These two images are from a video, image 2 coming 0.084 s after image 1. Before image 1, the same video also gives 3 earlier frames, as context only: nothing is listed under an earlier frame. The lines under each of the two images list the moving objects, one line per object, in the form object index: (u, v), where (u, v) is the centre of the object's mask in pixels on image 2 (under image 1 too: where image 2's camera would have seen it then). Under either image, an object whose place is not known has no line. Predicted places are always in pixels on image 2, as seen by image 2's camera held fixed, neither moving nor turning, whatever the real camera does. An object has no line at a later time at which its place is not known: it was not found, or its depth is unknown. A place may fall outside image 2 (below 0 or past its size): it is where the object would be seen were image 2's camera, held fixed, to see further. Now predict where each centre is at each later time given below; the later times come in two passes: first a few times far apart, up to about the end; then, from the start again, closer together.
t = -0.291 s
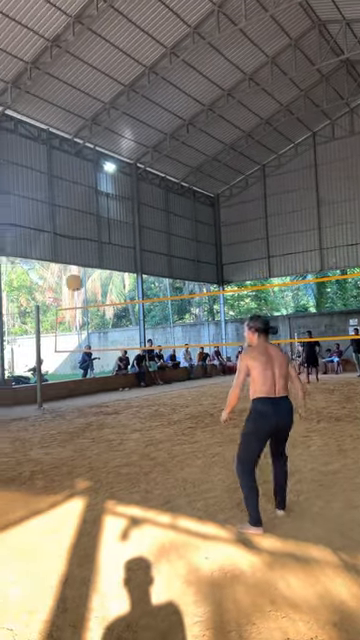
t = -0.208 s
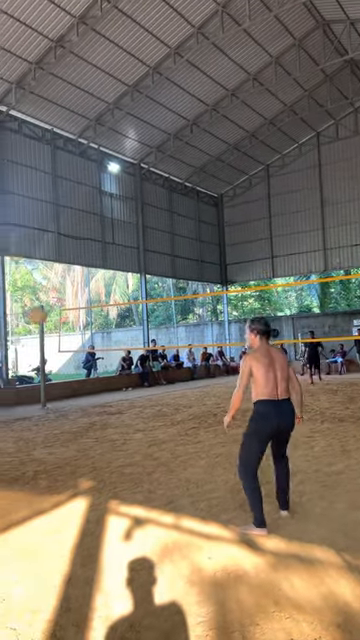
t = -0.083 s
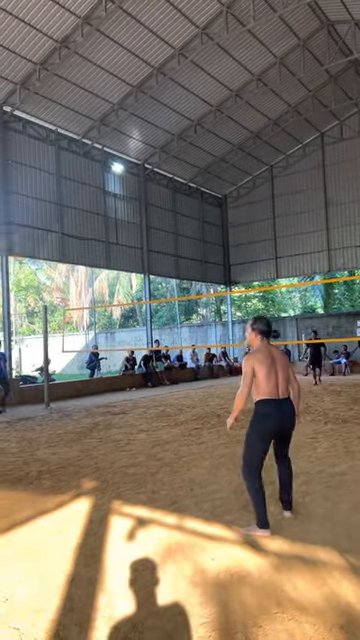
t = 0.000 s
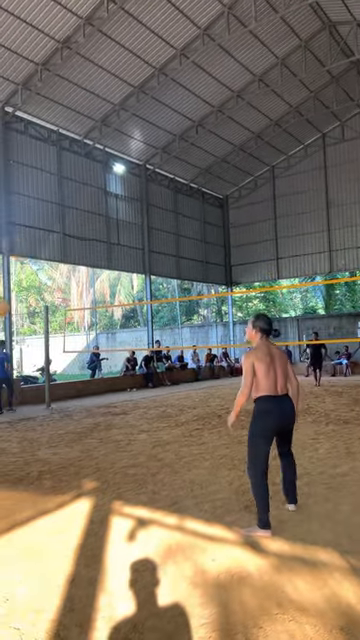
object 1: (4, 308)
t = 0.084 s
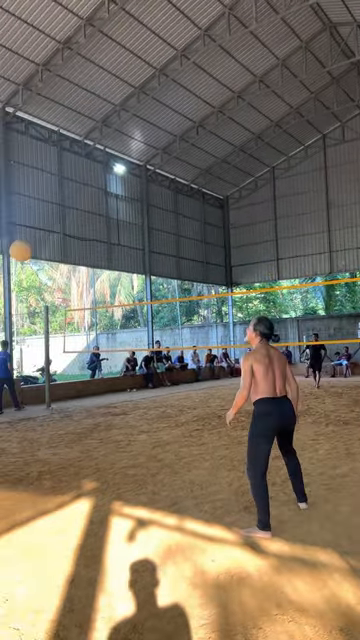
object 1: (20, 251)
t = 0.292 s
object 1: (70, 151)
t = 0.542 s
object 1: (124, 91)
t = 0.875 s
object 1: (190, 97)
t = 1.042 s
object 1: (221, 131)
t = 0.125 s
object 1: (30, 227)
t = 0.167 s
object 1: (41, 205)
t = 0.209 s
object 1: (51, 185)
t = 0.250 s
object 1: (61, 167)
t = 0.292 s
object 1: (70, 151)
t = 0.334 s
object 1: (80, 136)
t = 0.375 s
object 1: (89, 124)
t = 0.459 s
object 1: (107, 104)
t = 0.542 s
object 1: (124, 91)
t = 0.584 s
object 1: (133, 87)
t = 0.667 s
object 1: (149, 83)
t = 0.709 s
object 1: (158, 83)
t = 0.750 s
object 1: (166, 84)
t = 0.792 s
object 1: (174, 87)
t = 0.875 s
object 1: (190, 97)
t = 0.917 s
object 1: (198, 104)
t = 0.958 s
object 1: (205, 112)
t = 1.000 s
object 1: (213, 121)
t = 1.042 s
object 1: (221, 131)
